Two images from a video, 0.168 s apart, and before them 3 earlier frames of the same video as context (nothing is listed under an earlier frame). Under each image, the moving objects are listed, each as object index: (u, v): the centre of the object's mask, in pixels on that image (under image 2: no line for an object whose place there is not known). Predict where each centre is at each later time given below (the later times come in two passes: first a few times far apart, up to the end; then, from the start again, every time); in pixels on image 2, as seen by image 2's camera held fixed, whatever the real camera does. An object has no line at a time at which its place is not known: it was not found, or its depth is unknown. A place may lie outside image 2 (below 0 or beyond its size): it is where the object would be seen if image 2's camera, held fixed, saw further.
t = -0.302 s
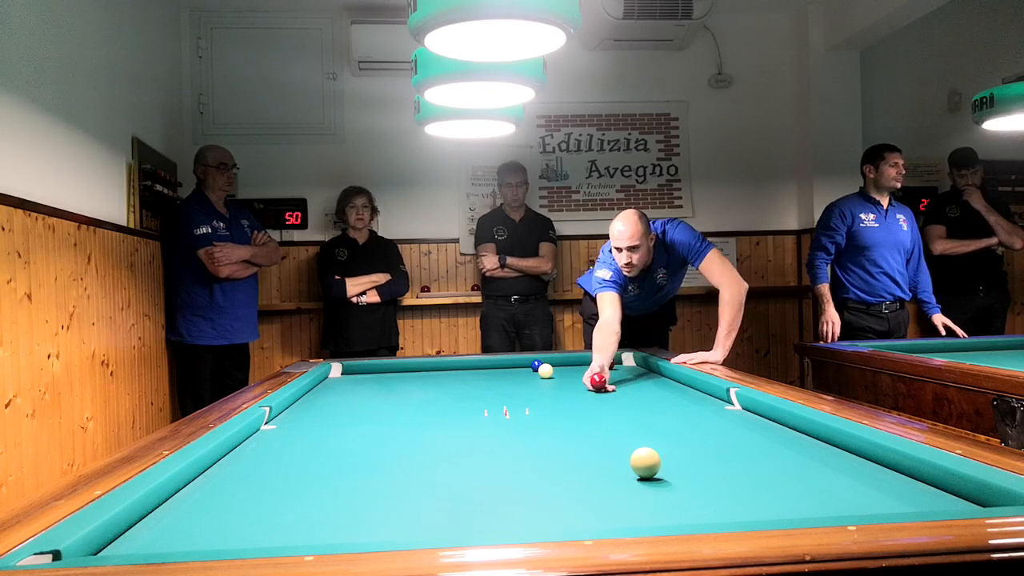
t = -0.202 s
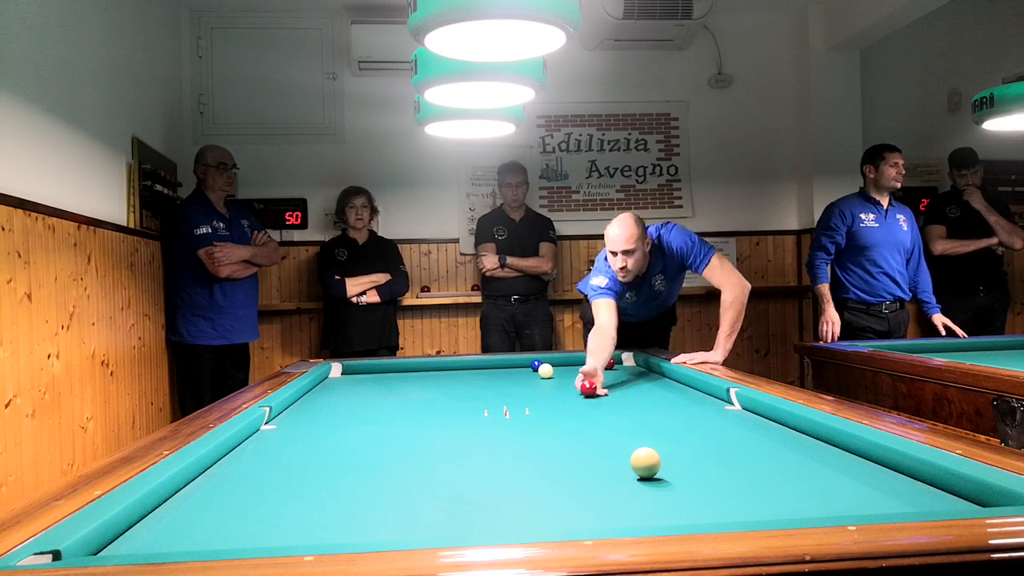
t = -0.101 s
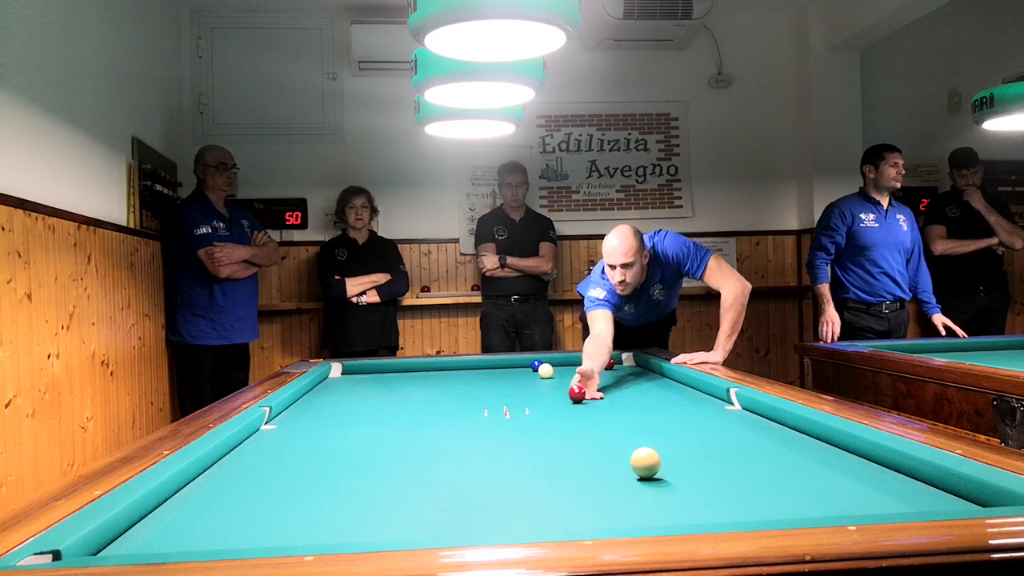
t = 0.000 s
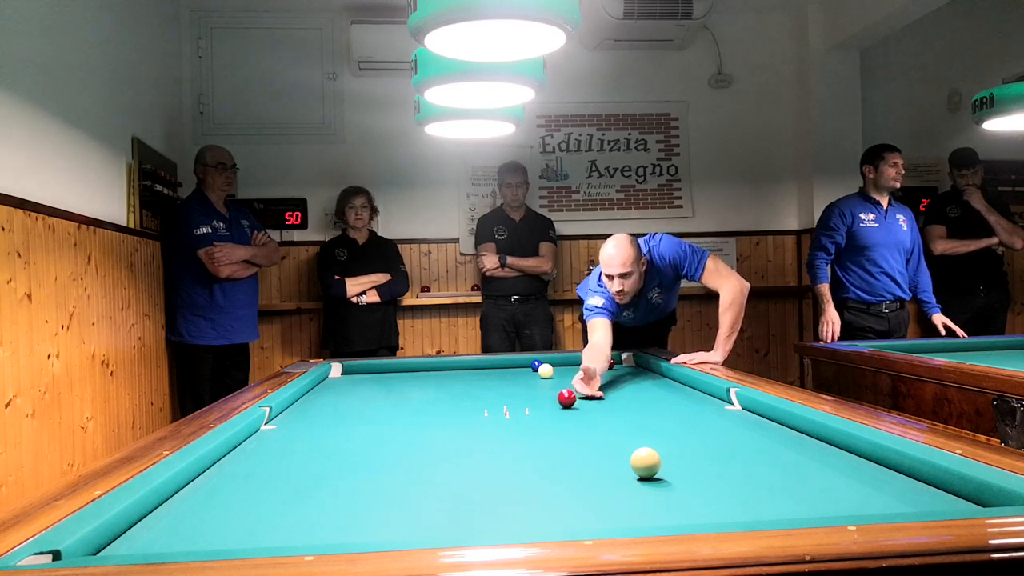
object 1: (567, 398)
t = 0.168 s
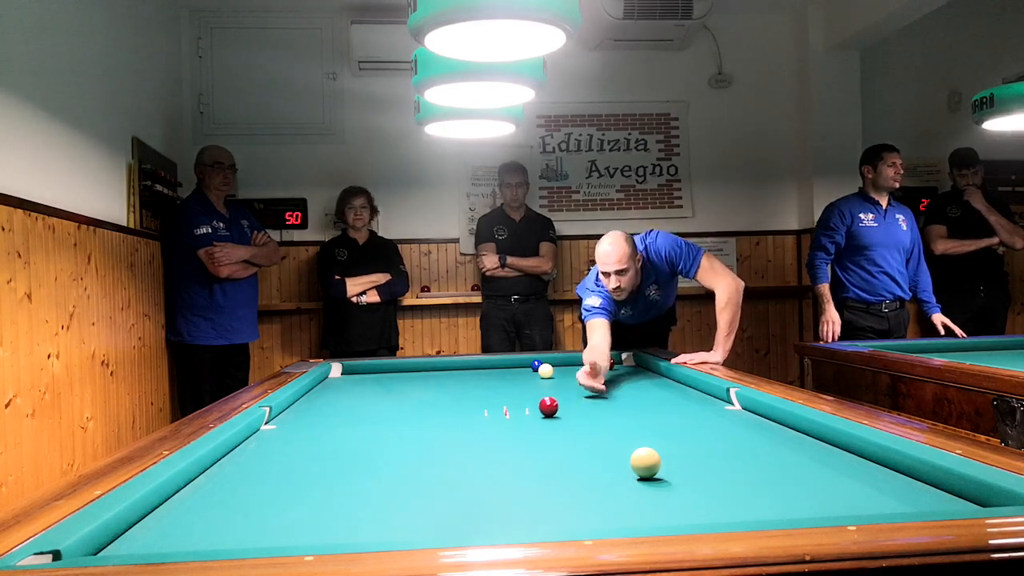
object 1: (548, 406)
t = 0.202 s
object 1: (544, 408)
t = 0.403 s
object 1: (518, 420)
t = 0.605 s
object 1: (488, 434)
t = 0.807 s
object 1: (451, 451)
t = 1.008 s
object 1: (406, 471)
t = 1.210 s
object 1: (350, 497)
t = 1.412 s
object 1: (278, 528)
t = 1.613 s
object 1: (198, 545)
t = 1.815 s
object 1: (182, 535)
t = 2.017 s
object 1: (168, 520)
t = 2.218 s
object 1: (169, 504)
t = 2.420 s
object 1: (201, 491)
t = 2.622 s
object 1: (228, 479)
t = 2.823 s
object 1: (253, 469)
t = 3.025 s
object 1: (275, 460)
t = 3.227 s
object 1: (295, 452)
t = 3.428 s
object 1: (313, 444)
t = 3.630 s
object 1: (329, 438)
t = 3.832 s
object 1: (343, 432)
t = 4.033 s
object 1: (356, 426)
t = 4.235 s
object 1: (369, 421)
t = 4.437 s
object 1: (379, 417)
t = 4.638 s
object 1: (389, 412)
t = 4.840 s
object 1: (399, 409)
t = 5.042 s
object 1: (407, 405)
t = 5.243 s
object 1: (415, 402)
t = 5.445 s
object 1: (422, 399)
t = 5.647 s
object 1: (429, 396)
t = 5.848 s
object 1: (435, 394)
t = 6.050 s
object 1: (441, 392)
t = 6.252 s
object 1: (446, 389)
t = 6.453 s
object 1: (451, 387)
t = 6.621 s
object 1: (455, 386)
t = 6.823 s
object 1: (459, 384)
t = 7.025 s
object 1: (463, 382)
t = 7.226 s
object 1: (467, 381)
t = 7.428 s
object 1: (470, 379)
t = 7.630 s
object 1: (474, 378)
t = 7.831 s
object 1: (477, 377)
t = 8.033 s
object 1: (480, 375)
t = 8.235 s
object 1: (483, 375)
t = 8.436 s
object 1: (486, 374)
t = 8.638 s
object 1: (488, 373)
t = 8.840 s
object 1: (491, 372)
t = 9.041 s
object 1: (493, 371)
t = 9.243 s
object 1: (495, 371)
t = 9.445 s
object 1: (497, 370)
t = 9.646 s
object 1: (498, 369)
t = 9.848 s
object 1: (500, 368)
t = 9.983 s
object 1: (501, 368)
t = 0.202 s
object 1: (544, 408)
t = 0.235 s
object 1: (540, 410)
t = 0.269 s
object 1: (536, 412)
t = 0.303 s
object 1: (532, 414)
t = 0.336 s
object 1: (528, 416)
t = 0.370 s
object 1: (523, 418)
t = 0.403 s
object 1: (518, 420)
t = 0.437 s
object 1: (514, 422)
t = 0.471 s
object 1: (509, 424)
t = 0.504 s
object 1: (504, 426)
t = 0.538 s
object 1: (499, 429)
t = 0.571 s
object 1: (493, 431)
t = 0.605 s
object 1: (488, 434)
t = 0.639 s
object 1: (482, 437)
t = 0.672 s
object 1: (477, 439)
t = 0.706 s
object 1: (471, 442)
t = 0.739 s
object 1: (464, 445)
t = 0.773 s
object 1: (458, 448)
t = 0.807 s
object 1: (451, 451)
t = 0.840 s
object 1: (444, 454)
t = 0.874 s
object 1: (437, 457)
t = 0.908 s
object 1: (430, 461)
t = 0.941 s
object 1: (422, 464)
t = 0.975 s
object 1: (414, 468)
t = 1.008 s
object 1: (406, 471)
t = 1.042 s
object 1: (398, 475)
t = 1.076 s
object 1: (389, 479)
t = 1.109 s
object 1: (380, 484)
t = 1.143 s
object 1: (370, 487)
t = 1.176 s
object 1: (360, 492)
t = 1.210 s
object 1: (350, 497)
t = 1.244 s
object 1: (339, 502)
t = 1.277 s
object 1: (328, 507)
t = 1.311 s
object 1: (316, 512)
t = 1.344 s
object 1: (304, 518)
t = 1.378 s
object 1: (291, 523)
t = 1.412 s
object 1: (278, 528)
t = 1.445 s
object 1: (265, 532)
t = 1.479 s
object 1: (250, 535)
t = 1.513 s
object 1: (235, 539)
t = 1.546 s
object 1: (220, 542)
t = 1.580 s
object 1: (203, 546)
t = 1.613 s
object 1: (198, 545)
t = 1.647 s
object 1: (196, 543)
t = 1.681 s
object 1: (194, 541)
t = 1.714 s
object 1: (191, 539)
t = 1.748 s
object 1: (188, 538)
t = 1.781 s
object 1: (185, 536)
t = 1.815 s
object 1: (182, 535)
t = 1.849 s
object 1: (180, 533)
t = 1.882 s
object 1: (177, 531)
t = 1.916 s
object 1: (175, 529)
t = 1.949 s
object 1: (172, 525)
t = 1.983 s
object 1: (170, 522)
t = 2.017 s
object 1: (168, 520)
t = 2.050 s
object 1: (165, 517)
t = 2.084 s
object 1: (163, 514)
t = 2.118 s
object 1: (161, 512)
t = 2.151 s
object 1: (159, 509)
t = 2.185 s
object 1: (163, 507)
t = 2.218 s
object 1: (169, 504)
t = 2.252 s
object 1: (174, 502)
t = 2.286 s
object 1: (180, 499)
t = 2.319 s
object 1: (185, 497)
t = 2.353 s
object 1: (190, 495)
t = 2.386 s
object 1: (195, 493)
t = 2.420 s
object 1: (201, 491)
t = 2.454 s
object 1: (205, 489)
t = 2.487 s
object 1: (210, 486)
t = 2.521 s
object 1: (215, 485)
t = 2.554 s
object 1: (219, 483)
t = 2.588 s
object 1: (224, 481)
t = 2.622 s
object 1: (228, 479)
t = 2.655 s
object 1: (232, 478)
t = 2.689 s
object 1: (237, 476)
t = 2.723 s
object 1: (241, 474)
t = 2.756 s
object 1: (245, 472)
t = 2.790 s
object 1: (249, 471)
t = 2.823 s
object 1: (253, 469)
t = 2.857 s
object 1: (257, 468)
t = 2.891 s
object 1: (261, 466)
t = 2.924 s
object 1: (264, 465)
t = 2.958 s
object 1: (268, 463)
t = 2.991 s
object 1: (271, 462)
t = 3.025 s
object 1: (275, 460)
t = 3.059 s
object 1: (278, 459)
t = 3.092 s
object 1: (282, 457)
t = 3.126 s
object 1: (285, 456)
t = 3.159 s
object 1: (288, 455)
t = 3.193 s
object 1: (292, 453)
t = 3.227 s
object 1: (295, 452)
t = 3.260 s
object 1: (298, 451)
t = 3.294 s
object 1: (301, 449)
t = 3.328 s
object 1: (304, 448)
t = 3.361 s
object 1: (307, 447)
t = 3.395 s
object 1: (310, 446)
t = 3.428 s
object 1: (313, 444)
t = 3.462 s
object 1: (315, 443)
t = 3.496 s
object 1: (318, 442)
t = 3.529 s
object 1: (321, 441)
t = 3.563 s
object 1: (324, 440)
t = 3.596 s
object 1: (326, 439)
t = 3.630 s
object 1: (329, 438)
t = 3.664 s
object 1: (331, 437)
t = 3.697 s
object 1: (334, 436)
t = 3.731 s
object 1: (336, 435)
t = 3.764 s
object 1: (339, 434)
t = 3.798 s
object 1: (341, 433)
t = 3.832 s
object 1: (343, 432)
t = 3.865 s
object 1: (346, 431)
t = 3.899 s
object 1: (348, 430)
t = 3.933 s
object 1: (350, 429)
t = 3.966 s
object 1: (352, 428)
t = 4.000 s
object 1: (354, 427)
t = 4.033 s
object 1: (356, 426)
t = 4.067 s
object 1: (358, 425)
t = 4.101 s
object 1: (360, 424)
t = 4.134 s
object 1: (363, 424)
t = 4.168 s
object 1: (365, 423)
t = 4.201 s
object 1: (367, 422)
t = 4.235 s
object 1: (369, 421)
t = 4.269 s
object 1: (370, 420)
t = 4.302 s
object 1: (372, 420)
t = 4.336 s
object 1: (374, 419)
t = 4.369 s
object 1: (376, 418)
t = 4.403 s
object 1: (378, 417)
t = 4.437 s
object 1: (379, 417)
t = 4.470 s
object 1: (381, 416)
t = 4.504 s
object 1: (383, 415)
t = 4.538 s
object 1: (385, 415)
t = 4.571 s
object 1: (386, 414)
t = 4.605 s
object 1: (388, 413)
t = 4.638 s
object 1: (389, 412)
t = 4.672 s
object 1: (391, 412)
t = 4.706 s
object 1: (393, 411)
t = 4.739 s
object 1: (394, 411)
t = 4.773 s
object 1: (396, 410)
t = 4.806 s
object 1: (397, 409)
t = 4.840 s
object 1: (399, 409)
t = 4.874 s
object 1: (400, 408)
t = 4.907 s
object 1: (402, 408)
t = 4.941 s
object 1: (403, 407)
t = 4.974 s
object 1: (404, 406)
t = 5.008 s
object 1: (406, 406)
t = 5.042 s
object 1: (407, 405)
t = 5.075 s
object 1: (409, 405)
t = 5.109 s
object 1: (410, 404)
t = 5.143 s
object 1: (411, 404)
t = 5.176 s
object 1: (412, 403)
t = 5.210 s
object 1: (414, 402)
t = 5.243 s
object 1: (415, 402)
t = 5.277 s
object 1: (416, 401)
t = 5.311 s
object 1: (417, 401)
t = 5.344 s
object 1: (419, 401)
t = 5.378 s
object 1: (420, 400)
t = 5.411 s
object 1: (421, 400)
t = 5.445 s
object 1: (422, 399)
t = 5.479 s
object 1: (423, 399)
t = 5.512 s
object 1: (424, 398)
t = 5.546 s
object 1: (425, 398)
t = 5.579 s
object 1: (427, 397)
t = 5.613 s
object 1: (428, 397)
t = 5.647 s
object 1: (429, 396)
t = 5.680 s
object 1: (430, 396)
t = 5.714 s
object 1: (431, 395)
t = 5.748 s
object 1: (432, 395)
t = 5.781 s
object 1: (433, 394)
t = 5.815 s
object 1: (434, 394)
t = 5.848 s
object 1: (435, 394)
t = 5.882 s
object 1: (436, 394)
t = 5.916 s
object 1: (437, 393)
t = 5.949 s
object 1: (438, 393)
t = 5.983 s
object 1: (439, 393)
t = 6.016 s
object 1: (440, 392)
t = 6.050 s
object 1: (441, 392)
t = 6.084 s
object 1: (442, 391)
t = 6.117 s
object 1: (442, 391)
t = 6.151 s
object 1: (443, 390)
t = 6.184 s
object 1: (444, 390)
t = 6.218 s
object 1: (445, 390)
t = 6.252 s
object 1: (446, 389)
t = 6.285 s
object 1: (447, 389)
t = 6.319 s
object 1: (448, 389)
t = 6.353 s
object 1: (449, 388)
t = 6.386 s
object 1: (449, 388)
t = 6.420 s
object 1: (450, 388)
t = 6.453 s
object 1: (451, 387)
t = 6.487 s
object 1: (452, 387)
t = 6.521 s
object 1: (453, 387)
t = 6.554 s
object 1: (453, 387)
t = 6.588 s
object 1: (454, 386)
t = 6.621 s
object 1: (455, 386)
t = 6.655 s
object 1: (455, 385)
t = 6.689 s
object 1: (456, 385)
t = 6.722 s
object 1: (457, 385)
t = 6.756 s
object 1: (458, 385)
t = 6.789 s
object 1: (458, 384)
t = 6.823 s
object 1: (459, 384)
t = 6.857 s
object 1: (460, 384)
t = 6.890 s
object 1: (460, 383)
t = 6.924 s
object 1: (461, 383)
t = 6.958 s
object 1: (462, 383)
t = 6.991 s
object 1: (462, 383)
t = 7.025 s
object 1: (463, 382)
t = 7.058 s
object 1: (464, 382)
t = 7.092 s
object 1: (464, 382)
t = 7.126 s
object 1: (465, 382)
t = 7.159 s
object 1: (465, 382)
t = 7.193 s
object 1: (466, 381)
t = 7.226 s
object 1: (467, 381)
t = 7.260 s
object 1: (467, 381)
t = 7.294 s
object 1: (468, 380)
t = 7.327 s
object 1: (469, 380)
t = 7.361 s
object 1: (469, 380)
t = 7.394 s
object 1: (470, 380)
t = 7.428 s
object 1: (470, 379)
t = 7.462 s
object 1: (471, 379)
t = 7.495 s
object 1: (472, 379)
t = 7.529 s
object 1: (472, 379)
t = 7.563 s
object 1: (473, 378)
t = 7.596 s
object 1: (473, 378)
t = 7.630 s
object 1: (474, 378)
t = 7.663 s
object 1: (475, 378)
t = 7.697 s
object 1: (475, 378)
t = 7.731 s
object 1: (476, 377)
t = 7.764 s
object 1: (476, 377)
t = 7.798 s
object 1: (477, 377)
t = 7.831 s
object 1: (477, 377)
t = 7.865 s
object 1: (477, 376)
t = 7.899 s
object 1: (478, 376)
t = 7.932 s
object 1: (478, 376)
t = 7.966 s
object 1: (479, 376)
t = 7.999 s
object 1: (479, 376)
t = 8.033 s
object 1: (480, 375)
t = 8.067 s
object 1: (480, 375)
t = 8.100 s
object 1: (481, 375)
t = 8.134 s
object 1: (481, 375)
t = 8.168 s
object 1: (482, 375)
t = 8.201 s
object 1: (482, 375)
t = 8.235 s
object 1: (483, 375)
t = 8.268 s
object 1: (483, 374)
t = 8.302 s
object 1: (484, 374)
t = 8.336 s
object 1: (484, 374)
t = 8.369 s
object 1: (485, 374)
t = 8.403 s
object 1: (485, 374)
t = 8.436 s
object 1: (486, 374)
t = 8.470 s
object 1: (486, 373)
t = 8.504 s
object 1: (486, 373)
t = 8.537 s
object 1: (487, 373)
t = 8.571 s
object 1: (487, 373)
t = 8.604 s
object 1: (488, 373)
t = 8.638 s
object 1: (488, 373)
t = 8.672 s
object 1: (489, 373)
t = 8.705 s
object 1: (489, 373)
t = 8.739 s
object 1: (489, 372)
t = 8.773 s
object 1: (490, 372)
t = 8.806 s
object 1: (490, 372)
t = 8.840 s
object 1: (491, 372)
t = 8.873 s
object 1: (491, 372)
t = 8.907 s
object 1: (491, 372)
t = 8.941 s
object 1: (492, 372)
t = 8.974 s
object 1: (492, 372)
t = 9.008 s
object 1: (492, 371)
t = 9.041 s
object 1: (493, 371)
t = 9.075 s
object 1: (493, 371)
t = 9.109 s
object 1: (494, 371)
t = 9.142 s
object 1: (494, 371)
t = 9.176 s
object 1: (494, 371)
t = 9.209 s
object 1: (495, 371)
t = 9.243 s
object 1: (495, 371)
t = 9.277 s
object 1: (495, 371)
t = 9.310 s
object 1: (496, 370)
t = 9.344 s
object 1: (496, 370)
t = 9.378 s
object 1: (496, 370)
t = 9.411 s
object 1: (497, 370)
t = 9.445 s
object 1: (497, 370)
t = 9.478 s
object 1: (497, 370)
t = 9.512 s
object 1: (497, 370)
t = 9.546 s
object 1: (498, 370)
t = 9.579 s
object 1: (498, 370)
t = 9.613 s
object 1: (498, 369)
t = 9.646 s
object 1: (498, 369)
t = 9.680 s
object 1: (499, 369)
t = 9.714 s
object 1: (499, 369)
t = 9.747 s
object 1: (500, 369)
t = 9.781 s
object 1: (500, 369)
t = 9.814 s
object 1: (500, 369)
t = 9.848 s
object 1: (500, 368)
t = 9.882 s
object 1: (501, 368)
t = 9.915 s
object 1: (501, 368)
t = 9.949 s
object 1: (501, 368)
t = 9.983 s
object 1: (501, 368)
